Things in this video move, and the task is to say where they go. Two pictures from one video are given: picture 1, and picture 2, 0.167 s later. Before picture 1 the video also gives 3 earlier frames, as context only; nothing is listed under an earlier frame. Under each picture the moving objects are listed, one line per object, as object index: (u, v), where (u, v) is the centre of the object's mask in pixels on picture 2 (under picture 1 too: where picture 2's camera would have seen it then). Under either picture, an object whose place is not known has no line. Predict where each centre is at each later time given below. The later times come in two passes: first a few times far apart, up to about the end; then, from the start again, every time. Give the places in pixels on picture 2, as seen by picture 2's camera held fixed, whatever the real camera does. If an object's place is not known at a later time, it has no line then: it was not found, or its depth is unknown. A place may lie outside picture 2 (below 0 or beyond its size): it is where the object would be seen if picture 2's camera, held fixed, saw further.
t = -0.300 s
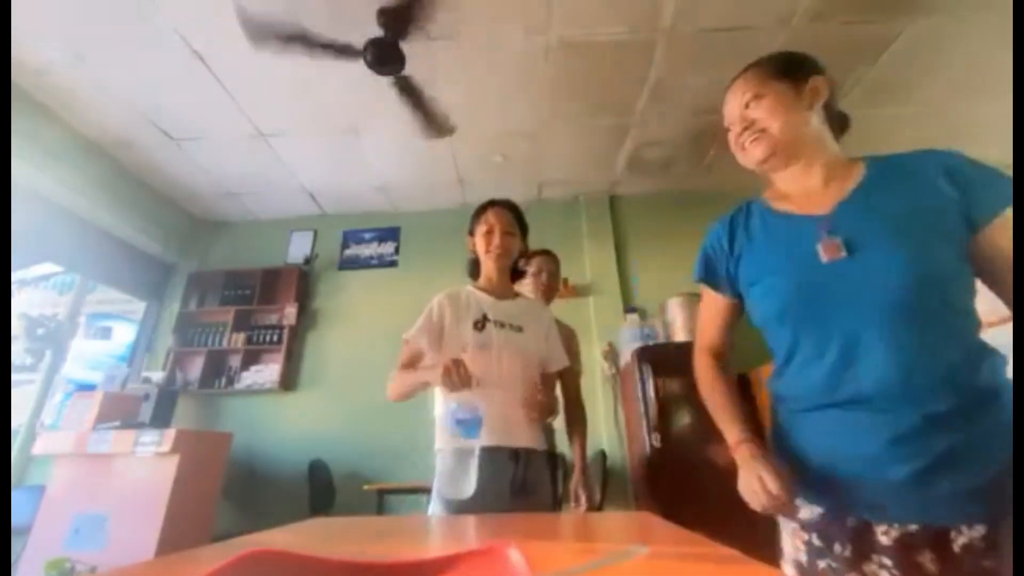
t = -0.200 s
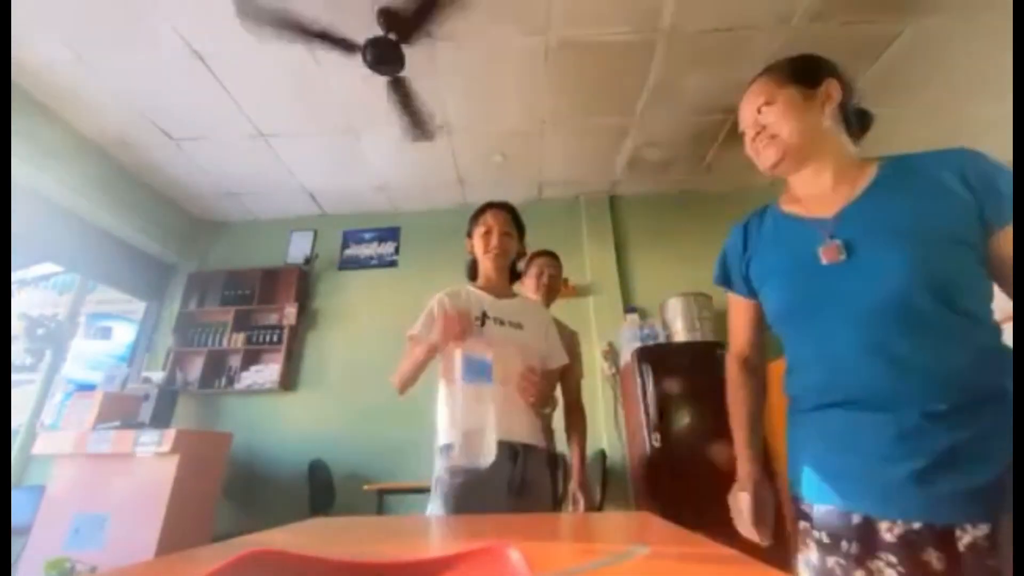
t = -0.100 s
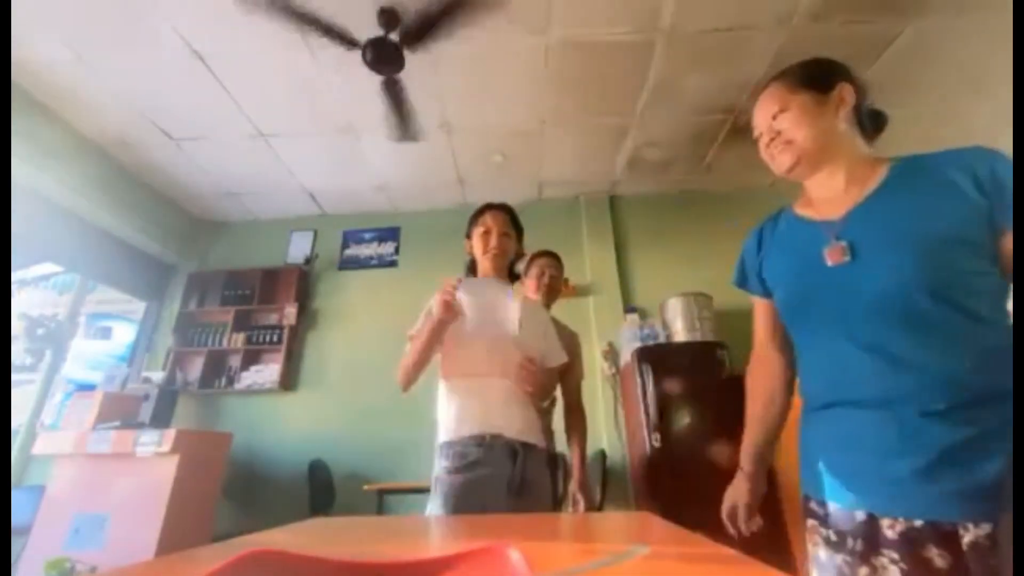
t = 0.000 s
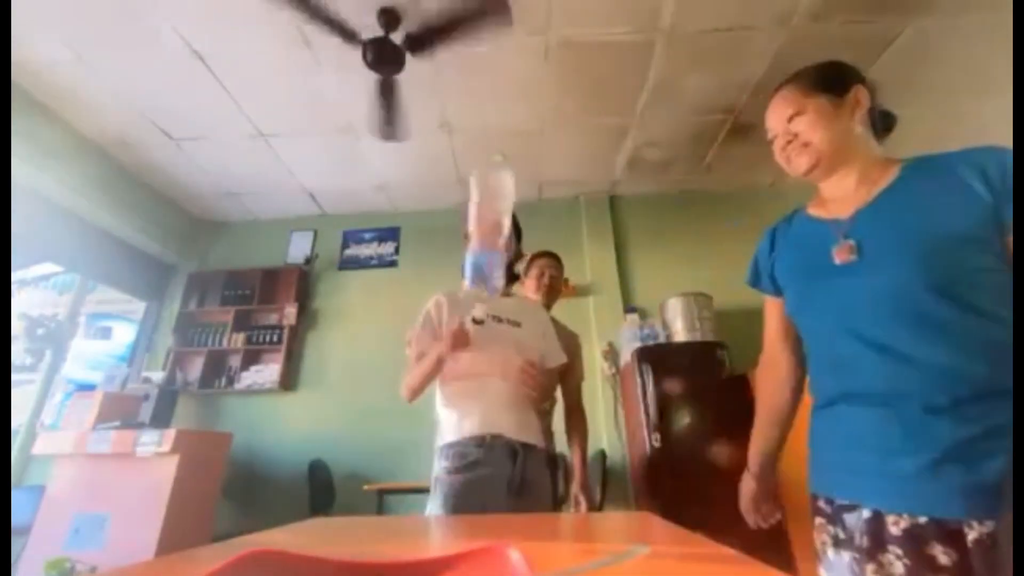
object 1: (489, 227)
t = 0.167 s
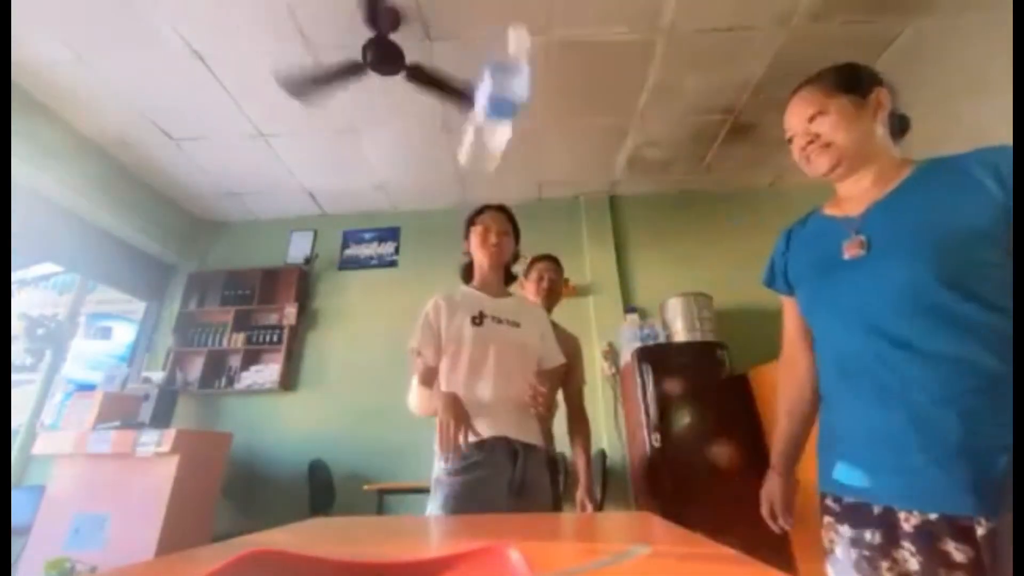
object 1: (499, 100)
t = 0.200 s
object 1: (491, 101)
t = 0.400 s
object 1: (465, 283)
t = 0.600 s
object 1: (446, 510)
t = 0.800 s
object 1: (423, 511)
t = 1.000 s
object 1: (402, 513)
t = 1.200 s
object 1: (380, 514)
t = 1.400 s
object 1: (362, 515)
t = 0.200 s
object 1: (491, 101)
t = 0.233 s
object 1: (487, 111)
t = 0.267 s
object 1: (482, 130)
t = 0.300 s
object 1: (477, 155)
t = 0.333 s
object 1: (473, 193)
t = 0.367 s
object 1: (469, 235)
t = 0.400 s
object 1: (465, 283)
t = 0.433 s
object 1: (464, 347)
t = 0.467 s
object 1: (462, 426)
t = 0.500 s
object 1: (458, 490)
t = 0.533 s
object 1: (456, 504)
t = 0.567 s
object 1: (449, 509)
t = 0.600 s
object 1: (446, 510)
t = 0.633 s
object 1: (443, 510)
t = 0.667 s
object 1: (440, 510)
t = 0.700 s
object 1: (437, 510)
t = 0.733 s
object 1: (433, 511)
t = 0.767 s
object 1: (429, 511)
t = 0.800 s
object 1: (423, 511)
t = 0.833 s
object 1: (419, 512)
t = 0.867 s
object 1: (416, 512)
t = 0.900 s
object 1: (413, 512)
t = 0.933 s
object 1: (410, 513)
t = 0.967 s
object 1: (406, 513)
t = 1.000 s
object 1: (402, 513)
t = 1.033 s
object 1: (396, 513)
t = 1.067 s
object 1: (392, 514)
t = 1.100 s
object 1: (388, 514)
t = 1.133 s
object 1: (385, 514)
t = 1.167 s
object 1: (383, 514)
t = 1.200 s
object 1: (380, 514)
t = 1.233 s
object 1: (377, 514)
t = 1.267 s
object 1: (374, 514)
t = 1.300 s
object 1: (370, 514)
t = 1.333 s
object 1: (367, 515)
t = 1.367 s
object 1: (364, 515)
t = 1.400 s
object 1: (362, 515)
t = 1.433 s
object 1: (359, 515)
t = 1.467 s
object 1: (357, 515)
